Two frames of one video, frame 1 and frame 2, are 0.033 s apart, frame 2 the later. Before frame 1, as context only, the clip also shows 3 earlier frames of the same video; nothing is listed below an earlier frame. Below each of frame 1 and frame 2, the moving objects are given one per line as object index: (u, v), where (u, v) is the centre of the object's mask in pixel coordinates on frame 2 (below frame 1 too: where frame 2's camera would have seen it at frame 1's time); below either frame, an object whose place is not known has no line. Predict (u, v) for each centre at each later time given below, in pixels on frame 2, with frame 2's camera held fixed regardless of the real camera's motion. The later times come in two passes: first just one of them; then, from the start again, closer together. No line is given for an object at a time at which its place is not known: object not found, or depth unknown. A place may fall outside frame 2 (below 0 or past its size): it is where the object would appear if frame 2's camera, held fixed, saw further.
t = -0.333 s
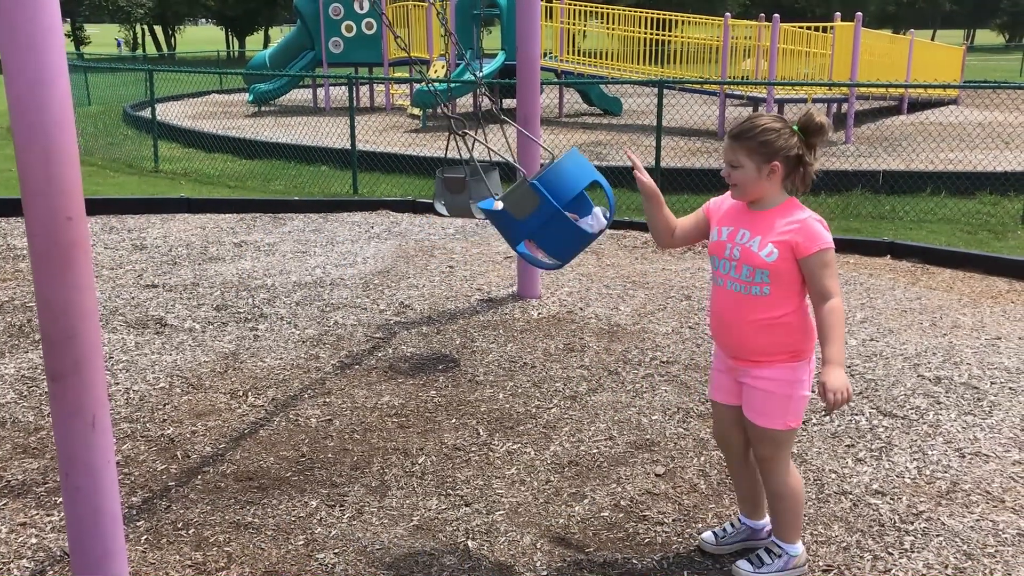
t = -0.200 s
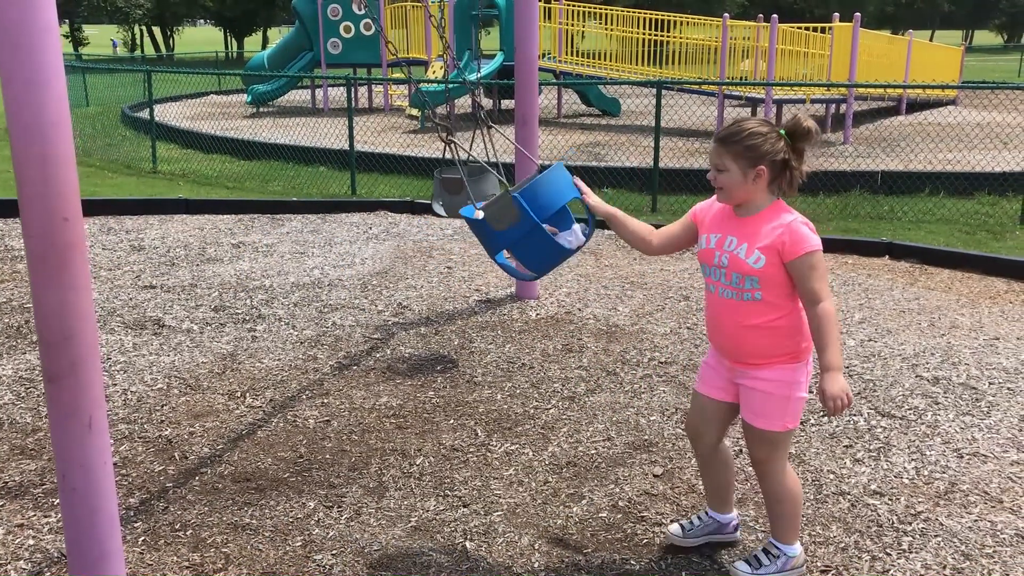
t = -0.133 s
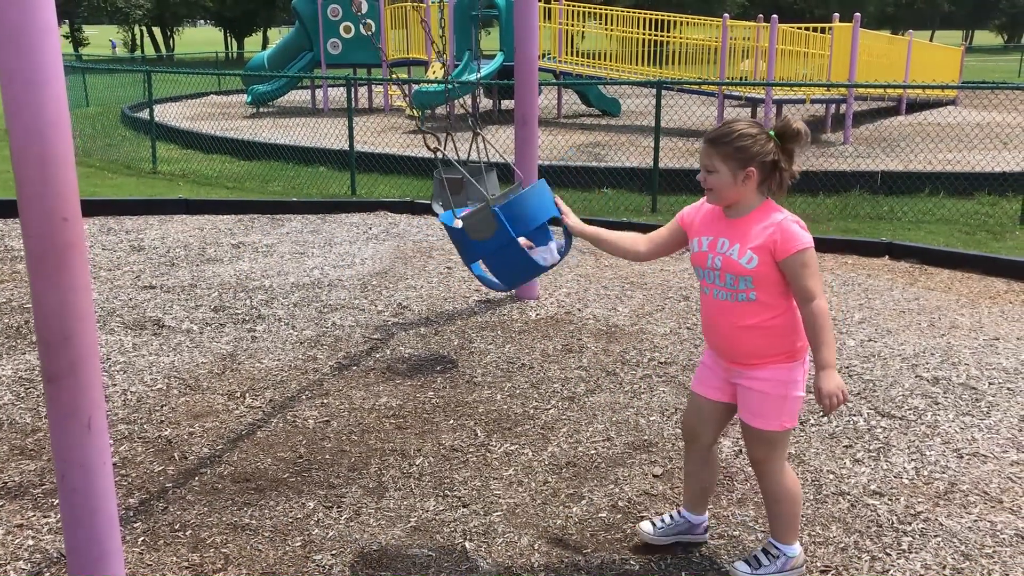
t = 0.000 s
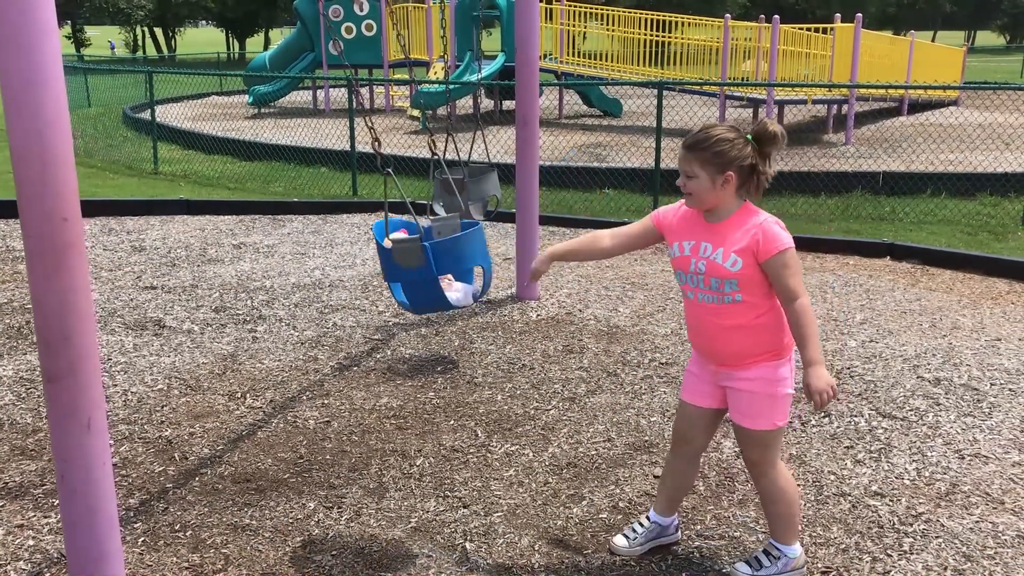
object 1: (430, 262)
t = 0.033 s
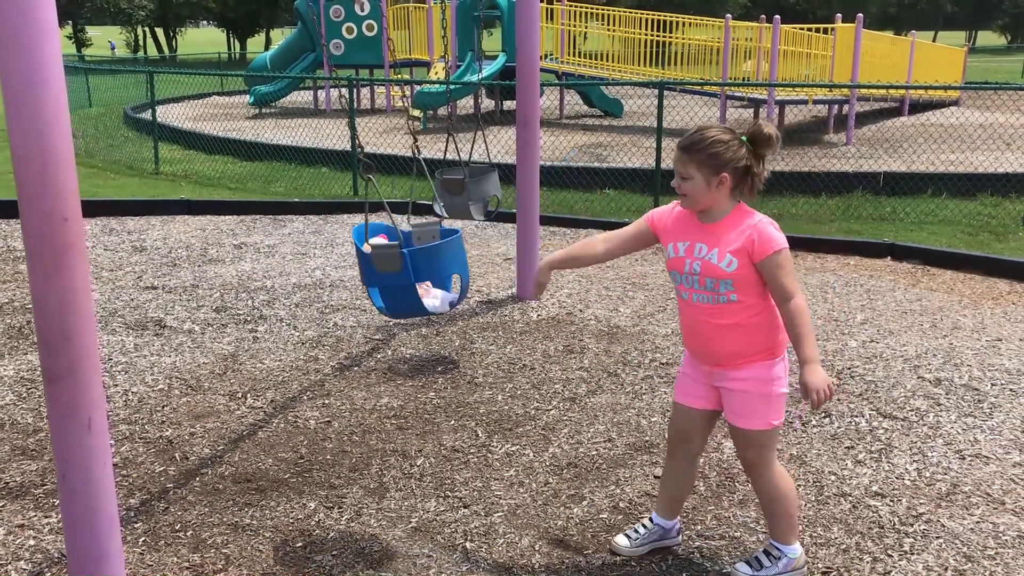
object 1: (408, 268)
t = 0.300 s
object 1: (225, 264)
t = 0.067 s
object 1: (386, 272)
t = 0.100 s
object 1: (364, 276)
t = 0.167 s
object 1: (317, 278)
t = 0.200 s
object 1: (294, 277)
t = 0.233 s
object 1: (271, 274)
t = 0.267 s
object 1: (248, 270)
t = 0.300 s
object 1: (225, 264)
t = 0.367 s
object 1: (181, 252)
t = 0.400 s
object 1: (161, 243)
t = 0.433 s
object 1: (143, 234)
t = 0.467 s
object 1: (125, 224)
